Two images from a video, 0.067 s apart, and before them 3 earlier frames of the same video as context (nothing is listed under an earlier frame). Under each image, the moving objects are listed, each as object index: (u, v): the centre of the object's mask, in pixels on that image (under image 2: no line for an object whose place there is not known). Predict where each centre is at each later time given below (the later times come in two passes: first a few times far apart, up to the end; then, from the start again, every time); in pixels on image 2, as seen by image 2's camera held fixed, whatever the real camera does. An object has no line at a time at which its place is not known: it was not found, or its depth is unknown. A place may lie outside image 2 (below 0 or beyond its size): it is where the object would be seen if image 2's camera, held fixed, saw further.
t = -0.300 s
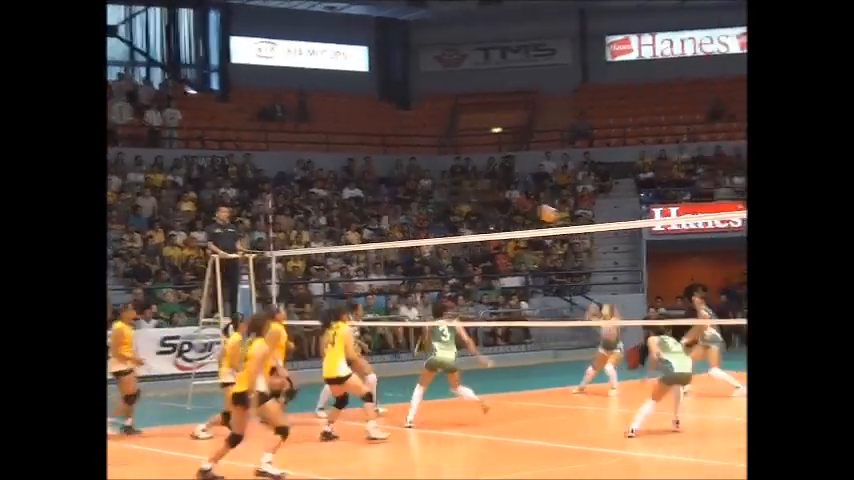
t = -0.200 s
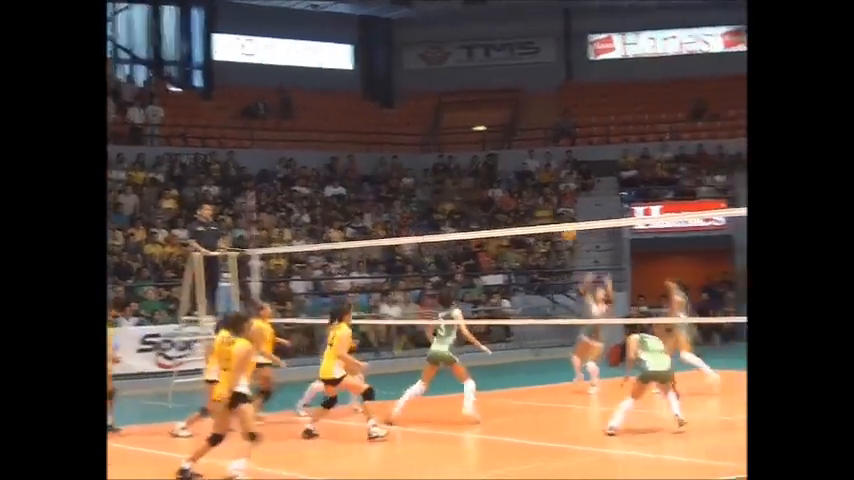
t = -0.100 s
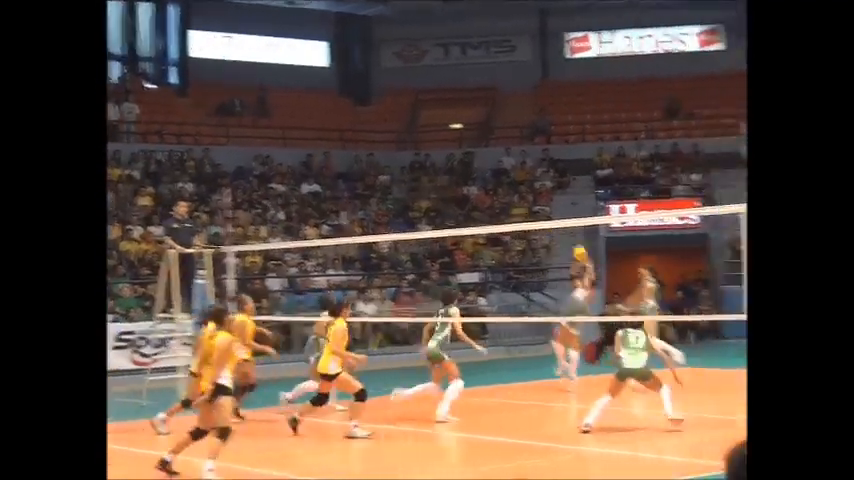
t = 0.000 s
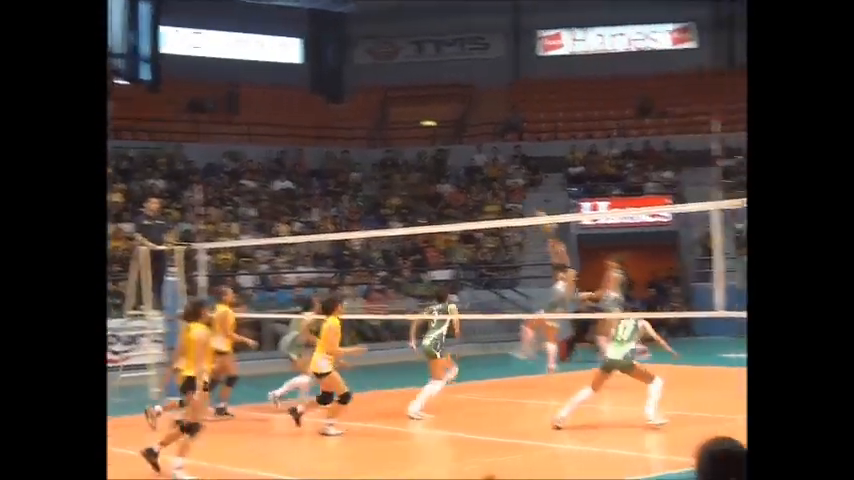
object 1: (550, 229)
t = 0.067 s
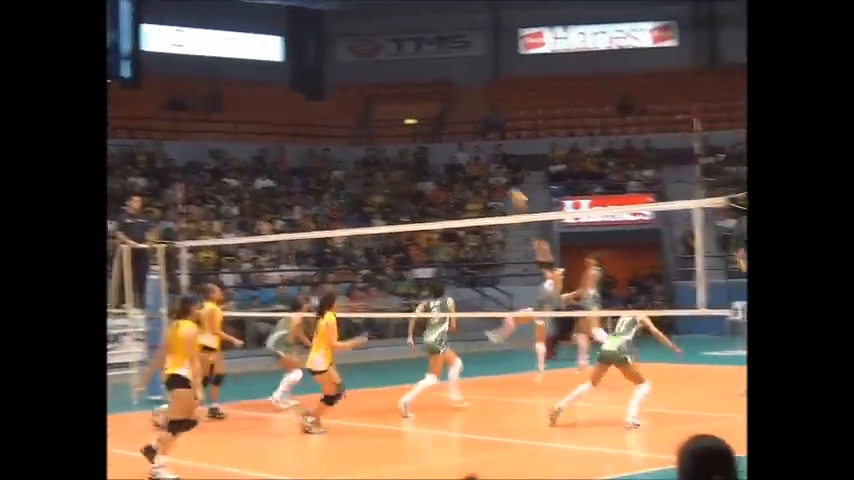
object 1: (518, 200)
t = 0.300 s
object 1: (487, 148)
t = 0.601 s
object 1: (450, 136)
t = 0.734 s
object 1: (433, 150)
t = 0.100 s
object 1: (512, 188)
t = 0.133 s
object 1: (509, 180)
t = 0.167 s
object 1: (504, 173)
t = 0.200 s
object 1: (500, 166)
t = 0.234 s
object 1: (496, 159)
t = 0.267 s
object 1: (491, 153)
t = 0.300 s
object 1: (487, 148)
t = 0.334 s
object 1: (483, 144)
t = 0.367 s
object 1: (479, 140)
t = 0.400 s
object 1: (474, 137)
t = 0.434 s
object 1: (470, 135)
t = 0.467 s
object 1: (466, 134)
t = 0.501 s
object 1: (462, 133)
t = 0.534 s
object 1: (458, 133)
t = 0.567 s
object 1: (454, 134)
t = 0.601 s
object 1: (450, 136)
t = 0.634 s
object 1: (446, 138)
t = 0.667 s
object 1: (441, 141)
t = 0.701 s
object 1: (437, 145)
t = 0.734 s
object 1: (433, 150)
